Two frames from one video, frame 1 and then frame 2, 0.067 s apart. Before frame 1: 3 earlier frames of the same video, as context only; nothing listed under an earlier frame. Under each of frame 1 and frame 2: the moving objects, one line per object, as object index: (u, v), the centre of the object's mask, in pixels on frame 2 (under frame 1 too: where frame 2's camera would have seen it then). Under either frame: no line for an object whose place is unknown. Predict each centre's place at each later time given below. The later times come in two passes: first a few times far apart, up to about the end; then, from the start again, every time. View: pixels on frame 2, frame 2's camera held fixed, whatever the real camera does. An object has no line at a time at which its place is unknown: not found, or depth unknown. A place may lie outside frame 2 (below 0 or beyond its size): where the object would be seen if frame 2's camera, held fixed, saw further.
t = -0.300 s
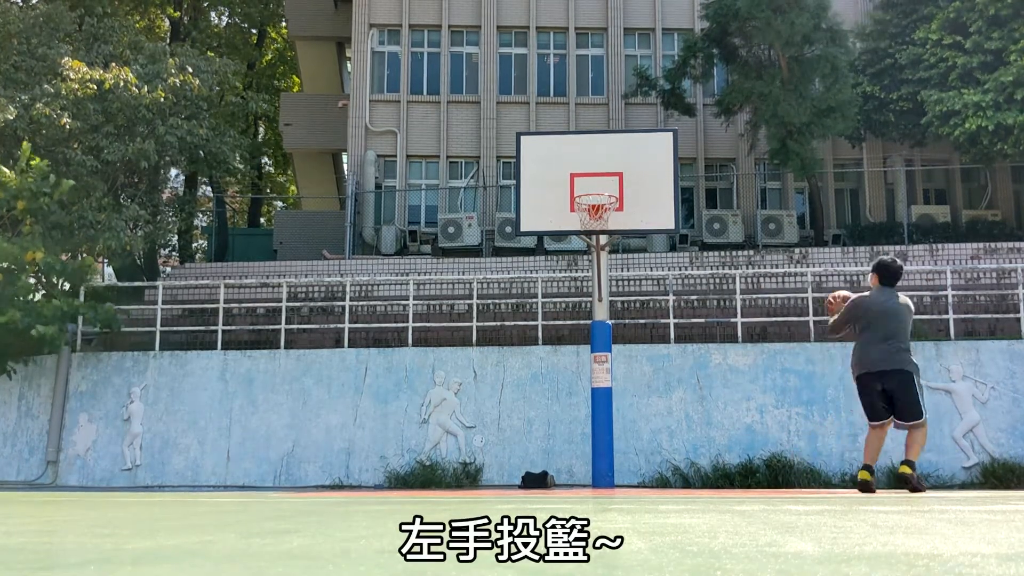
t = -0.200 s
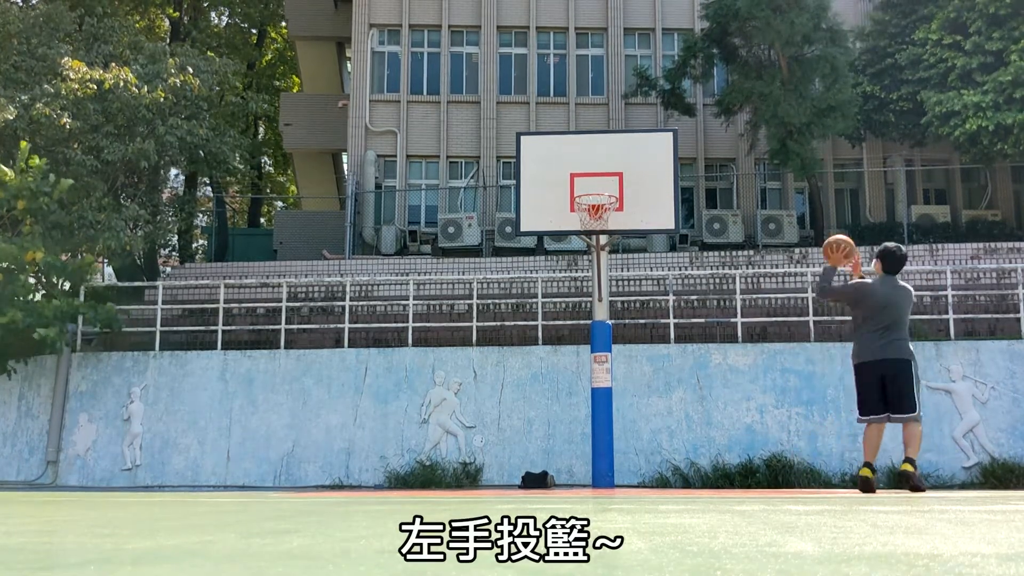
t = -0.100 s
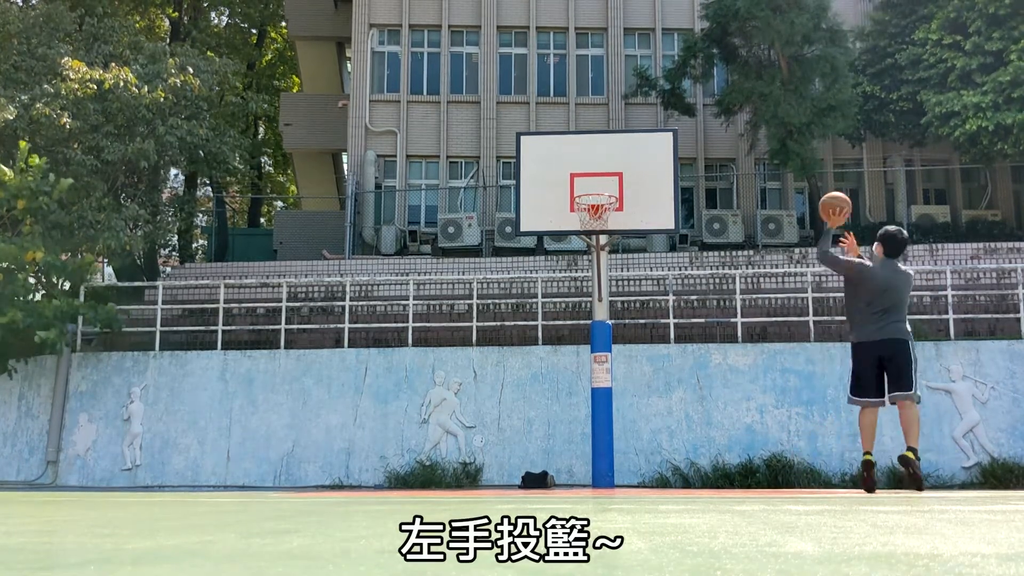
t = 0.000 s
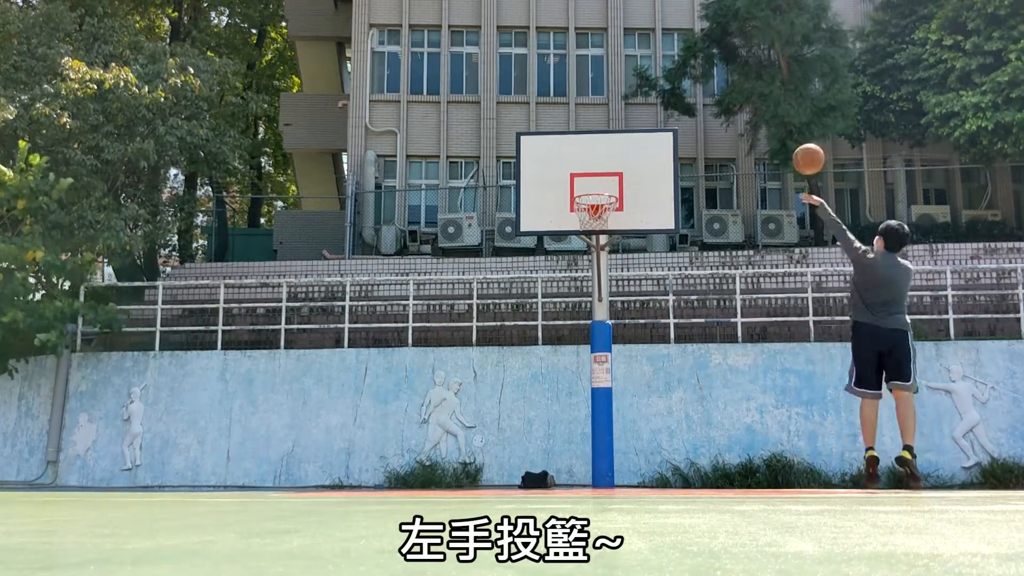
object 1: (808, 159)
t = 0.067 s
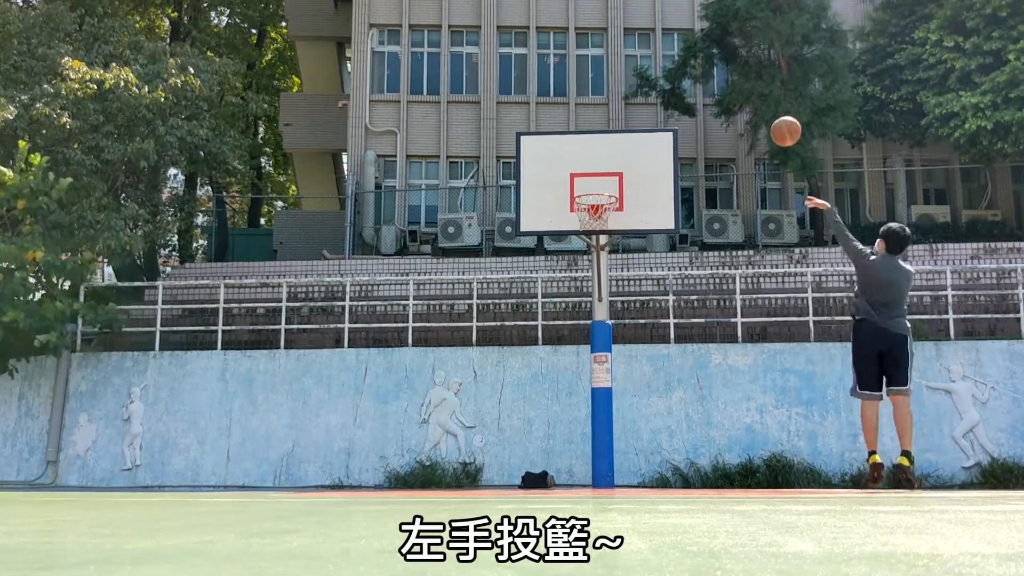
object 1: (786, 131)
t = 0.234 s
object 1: (736, 89)
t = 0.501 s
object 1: (670, 87)
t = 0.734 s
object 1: (622, 137)
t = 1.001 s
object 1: (582, 218)
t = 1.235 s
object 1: (596, 232)
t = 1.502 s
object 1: (613, 297)
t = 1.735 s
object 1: (630, 415)
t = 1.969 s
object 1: (641, 406)
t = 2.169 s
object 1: (646, 334)
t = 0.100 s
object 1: (775, 120)
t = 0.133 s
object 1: (765, 110)
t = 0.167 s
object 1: (755, 102)
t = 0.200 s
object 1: (745, 95)
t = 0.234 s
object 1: (736, 89)
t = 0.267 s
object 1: (727, 85)
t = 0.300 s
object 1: (718, 82)
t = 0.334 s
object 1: (709, 80)
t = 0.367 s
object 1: (701, 79)
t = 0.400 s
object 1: (693, 80)
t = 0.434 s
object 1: (685, 81)
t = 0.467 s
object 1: (677, 83)
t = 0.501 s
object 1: (670, 87)
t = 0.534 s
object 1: (663, 91)
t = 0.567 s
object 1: (656, 96)
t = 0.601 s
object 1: (649, 103)
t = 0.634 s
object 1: (642, 110)
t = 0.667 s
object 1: (635, 118)
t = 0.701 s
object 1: (628, 127)
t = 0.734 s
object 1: (622, 137)
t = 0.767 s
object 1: (615, 148)
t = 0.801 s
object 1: (609, 160)
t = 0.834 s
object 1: (603, 172)
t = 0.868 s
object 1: (597, 185)
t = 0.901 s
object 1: (592, 195)
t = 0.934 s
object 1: (588, 205)
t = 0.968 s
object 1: (582, 214)
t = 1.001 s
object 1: (582, 218)
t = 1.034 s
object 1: (586, 219)
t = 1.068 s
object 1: (587, 222)
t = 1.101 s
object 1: (589, 224)
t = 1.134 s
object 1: (589, 225)
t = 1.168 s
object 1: (591, 228)
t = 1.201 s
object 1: (594, 230)
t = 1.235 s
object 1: (596, 232)
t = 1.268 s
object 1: (599, 236)
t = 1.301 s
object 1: (601, 240)
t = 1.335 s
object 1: (604, 247)
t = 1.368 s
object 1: (606, 255)
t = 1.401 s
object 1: (607, 263)
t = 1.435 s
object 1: (610, 273)
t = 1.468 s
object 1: (612, 285)
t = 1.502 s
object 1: (613, 297)
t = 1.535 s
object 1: (616, 310)
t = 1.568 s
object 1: (619, 324)
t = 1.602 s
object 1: (621, 340)
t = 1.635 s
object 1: (623, 357)
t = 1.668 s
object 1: (625, 375)
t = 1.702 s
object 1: (628, 394)
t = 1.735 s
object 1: (630, 415)
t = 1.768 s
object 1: (632, 437)
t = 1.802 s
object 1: (635, 460)
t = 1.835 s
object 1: (637, 477)
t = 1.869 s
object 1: (638, 457)
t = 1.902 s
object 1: (639, 439)
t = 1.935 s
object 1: (639, 422)
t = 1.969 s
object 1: (641, 406)
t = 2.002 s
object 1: (641, 391)
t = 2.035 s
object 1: (642, 377)
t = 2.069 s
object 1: (643, 364)
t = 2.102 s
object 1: (644, 353)
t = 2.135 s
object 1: (645, 342)
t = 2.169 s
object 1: (646, 334)
